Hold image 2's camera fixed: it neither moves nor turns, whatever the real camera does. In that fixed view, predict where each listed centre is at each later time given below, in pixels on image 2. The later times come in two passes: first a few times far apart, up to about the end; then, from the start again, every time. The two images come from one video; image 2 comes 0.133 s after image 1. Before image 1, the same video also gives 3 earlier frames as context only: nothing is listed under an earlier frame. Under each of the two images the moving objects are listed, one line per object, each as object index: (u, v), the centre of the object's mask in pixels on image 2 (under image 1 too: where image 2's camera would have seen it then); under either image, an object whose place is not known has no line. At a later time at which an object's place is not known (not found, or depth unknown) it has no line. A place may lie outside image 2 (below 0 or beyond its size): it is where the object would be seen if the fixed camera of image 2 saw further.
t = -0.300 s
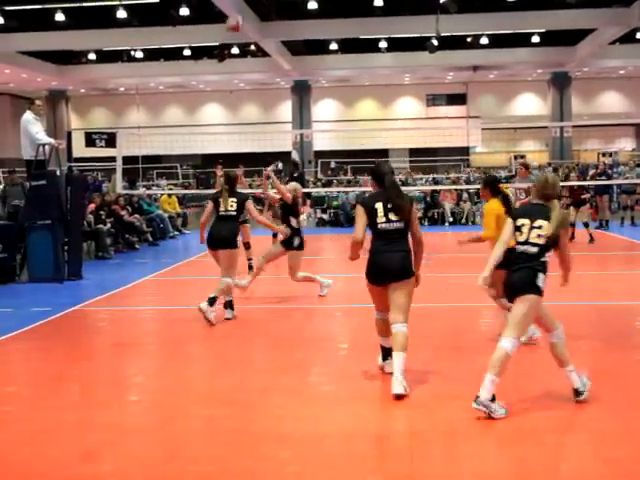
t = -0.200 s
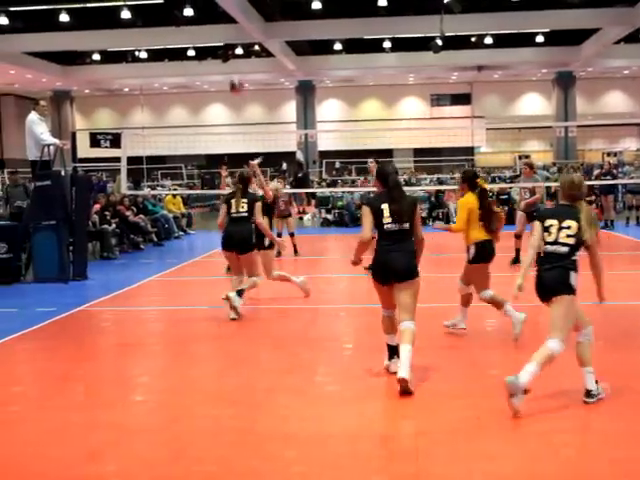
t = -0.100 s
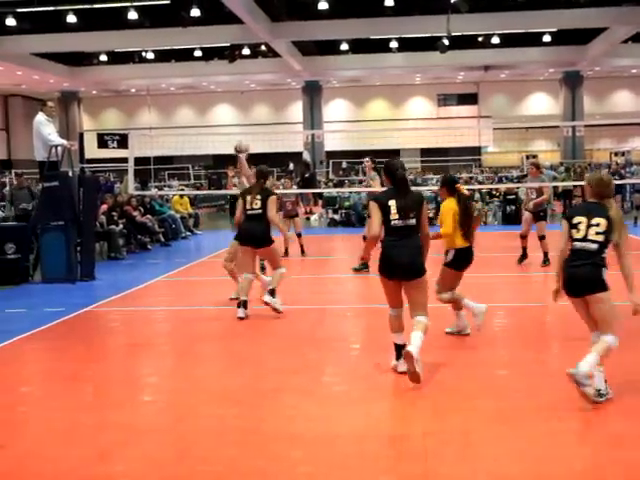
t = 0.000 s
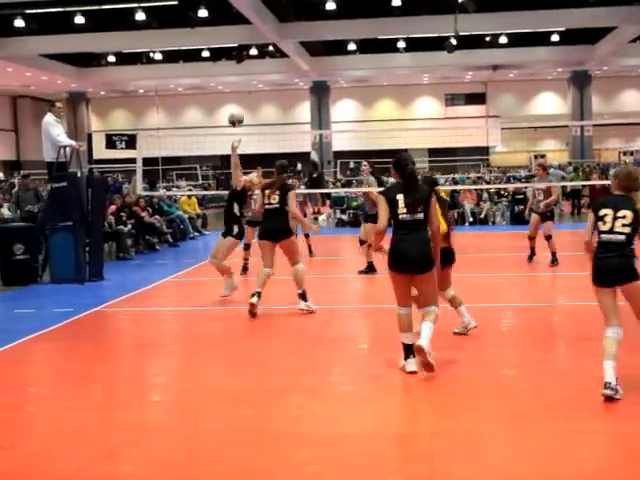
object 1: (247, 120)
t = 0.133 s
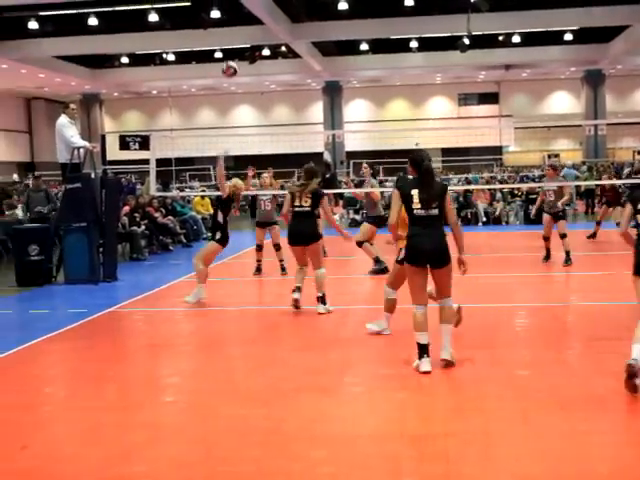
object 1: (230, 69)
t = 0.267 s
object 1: (212, 32)
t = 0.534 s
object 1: (177, 4)
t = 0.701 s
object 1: (158, 11)
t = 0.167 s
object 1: (226, 59)
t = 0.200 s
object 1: (221, 50)
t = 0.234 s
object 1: (217, 40)
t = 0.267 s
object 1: (212, 32)
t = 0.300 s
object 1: (207, 25)
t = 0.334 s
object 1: (202, 20)
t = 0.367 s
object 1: (199, 15)
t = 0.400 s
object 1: (194, 10)
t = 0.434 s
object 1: (190, 7)
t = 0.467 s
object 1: (186, 6)
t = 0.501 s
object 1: (183, 5)
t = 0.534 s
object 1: (177, 4)
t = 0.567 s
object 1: (174, 5)
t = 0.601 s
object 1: (170, 4)
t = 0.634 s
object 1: (166, 6)
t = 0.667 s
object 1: (162, 7)
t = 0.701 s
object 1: (158, 11)
